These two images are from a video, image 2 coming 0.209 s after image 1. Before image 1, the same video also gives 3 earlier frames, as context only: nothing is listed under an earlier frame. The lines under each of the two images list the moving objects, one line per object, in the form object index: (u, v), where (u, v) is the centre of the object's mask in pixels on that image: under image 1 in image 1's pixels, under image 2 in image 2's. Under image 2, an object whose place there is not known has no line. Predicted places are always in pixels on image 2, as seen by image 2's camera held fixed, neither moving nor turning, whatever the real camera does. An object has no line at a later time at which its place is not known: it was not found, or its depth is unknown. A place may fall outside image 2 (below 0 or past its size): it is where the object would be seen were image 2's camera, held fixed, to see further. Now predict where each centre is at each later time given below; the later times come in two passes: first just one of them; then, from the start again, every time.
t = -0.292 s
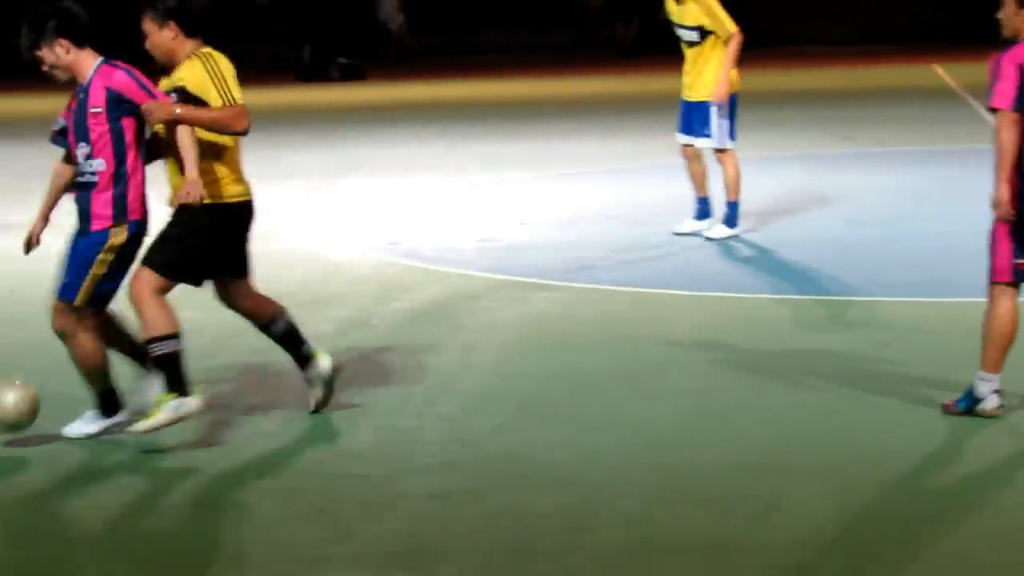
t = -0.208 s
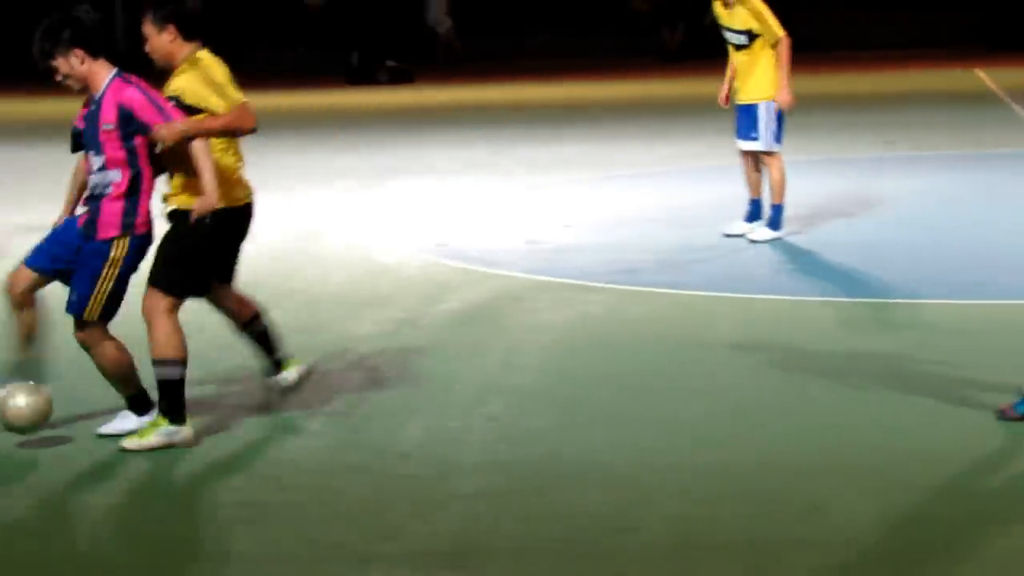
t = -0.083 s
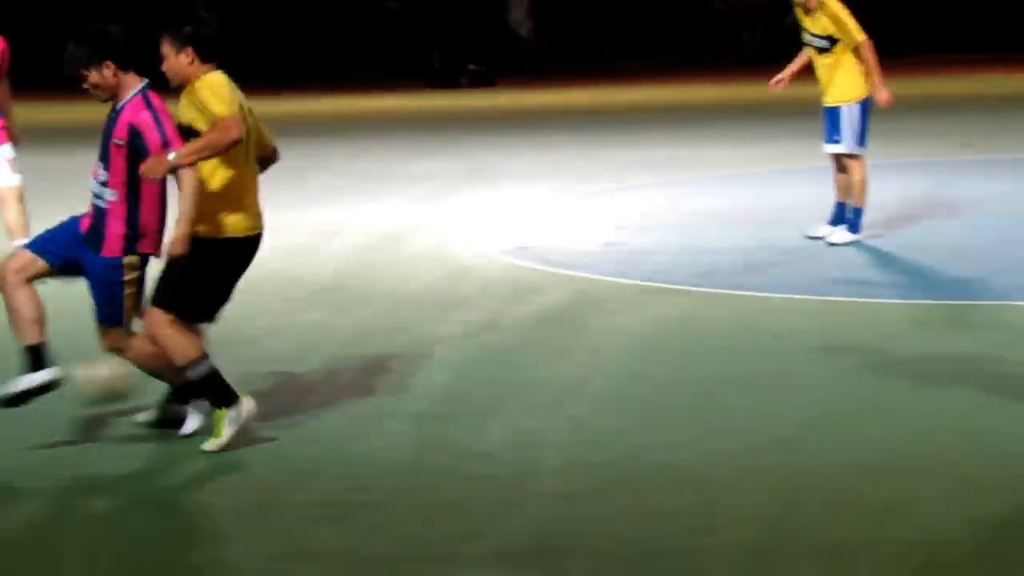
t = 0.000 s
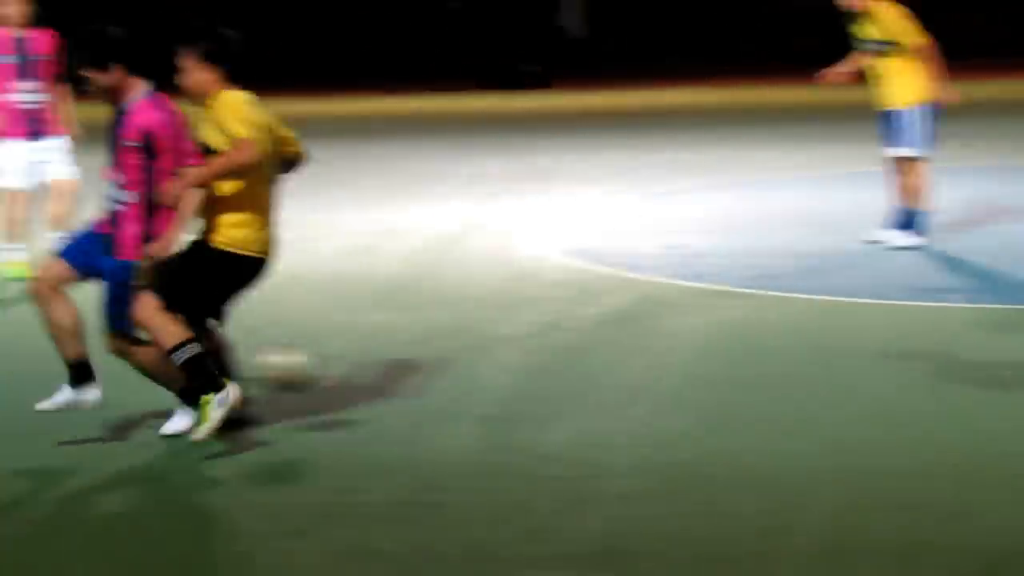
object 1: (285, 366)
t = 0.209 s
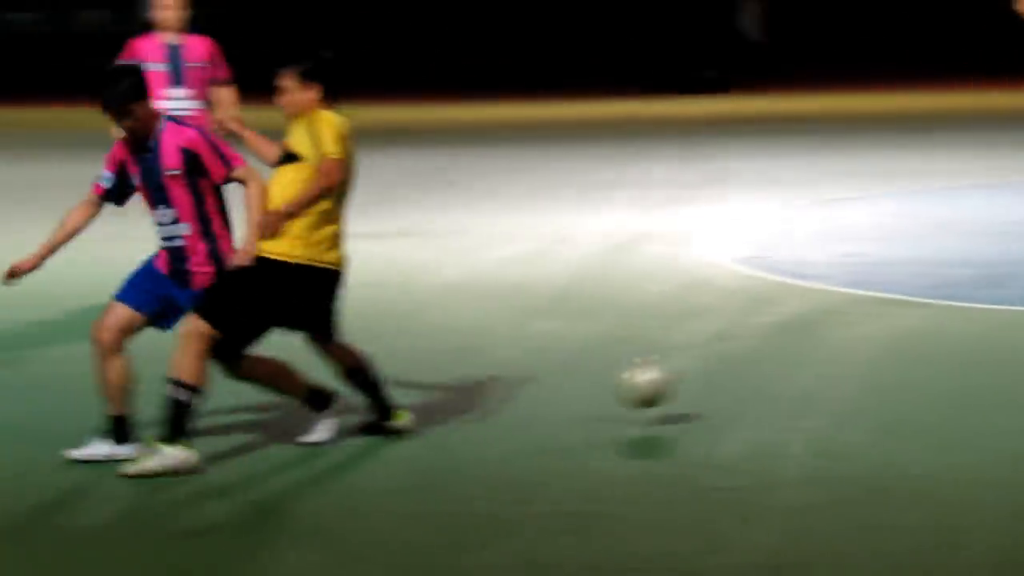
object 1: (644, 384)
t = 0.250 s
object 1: (663, 374)
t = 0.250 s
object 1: (663, 374)
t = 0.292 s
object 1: (687, 365)
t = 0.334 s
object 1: (710, 360)
